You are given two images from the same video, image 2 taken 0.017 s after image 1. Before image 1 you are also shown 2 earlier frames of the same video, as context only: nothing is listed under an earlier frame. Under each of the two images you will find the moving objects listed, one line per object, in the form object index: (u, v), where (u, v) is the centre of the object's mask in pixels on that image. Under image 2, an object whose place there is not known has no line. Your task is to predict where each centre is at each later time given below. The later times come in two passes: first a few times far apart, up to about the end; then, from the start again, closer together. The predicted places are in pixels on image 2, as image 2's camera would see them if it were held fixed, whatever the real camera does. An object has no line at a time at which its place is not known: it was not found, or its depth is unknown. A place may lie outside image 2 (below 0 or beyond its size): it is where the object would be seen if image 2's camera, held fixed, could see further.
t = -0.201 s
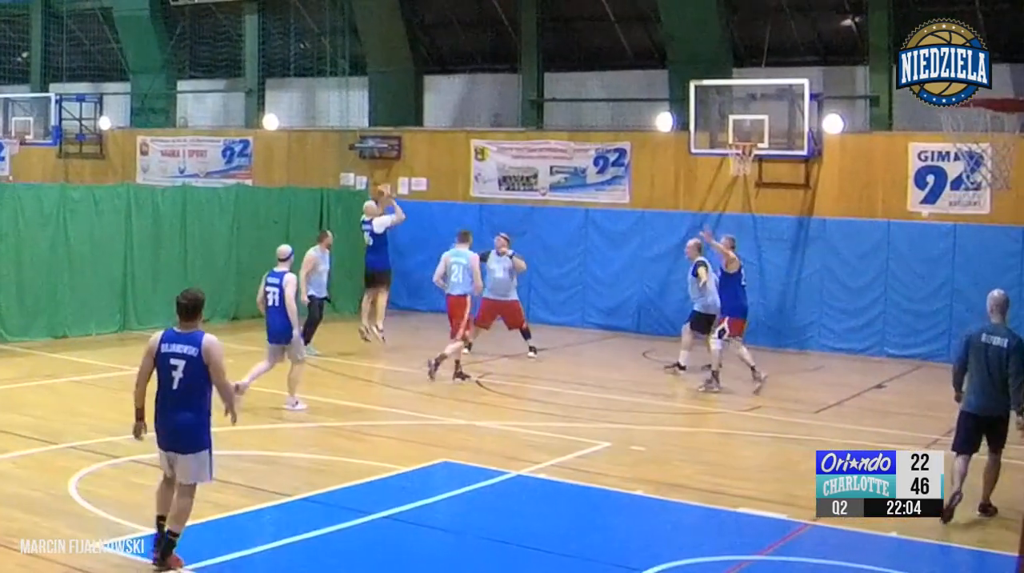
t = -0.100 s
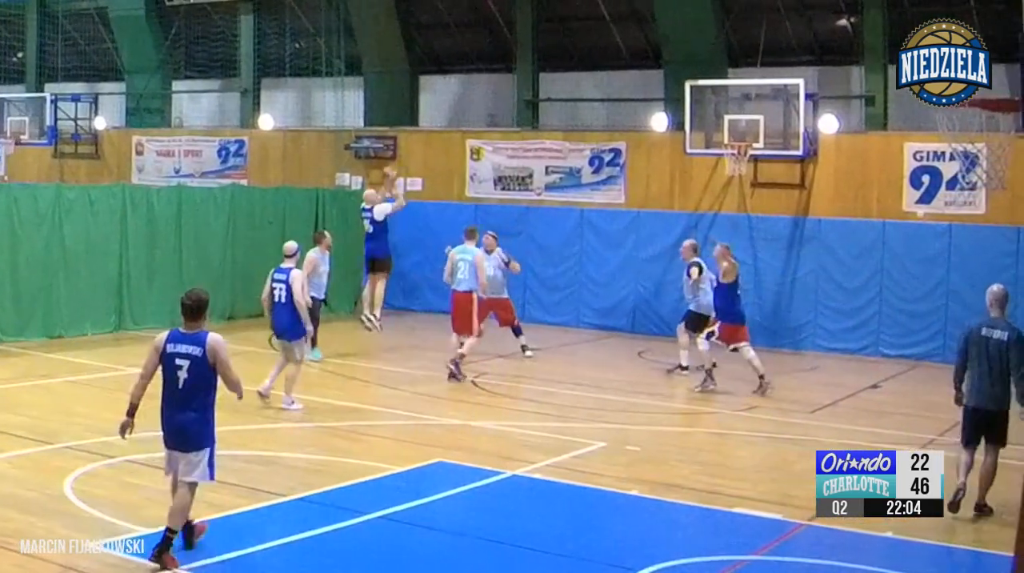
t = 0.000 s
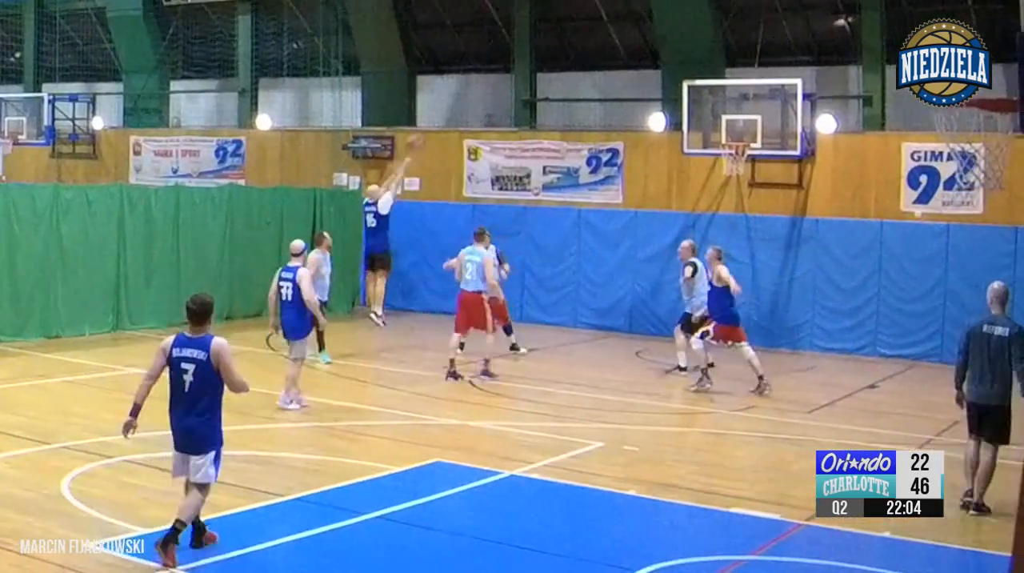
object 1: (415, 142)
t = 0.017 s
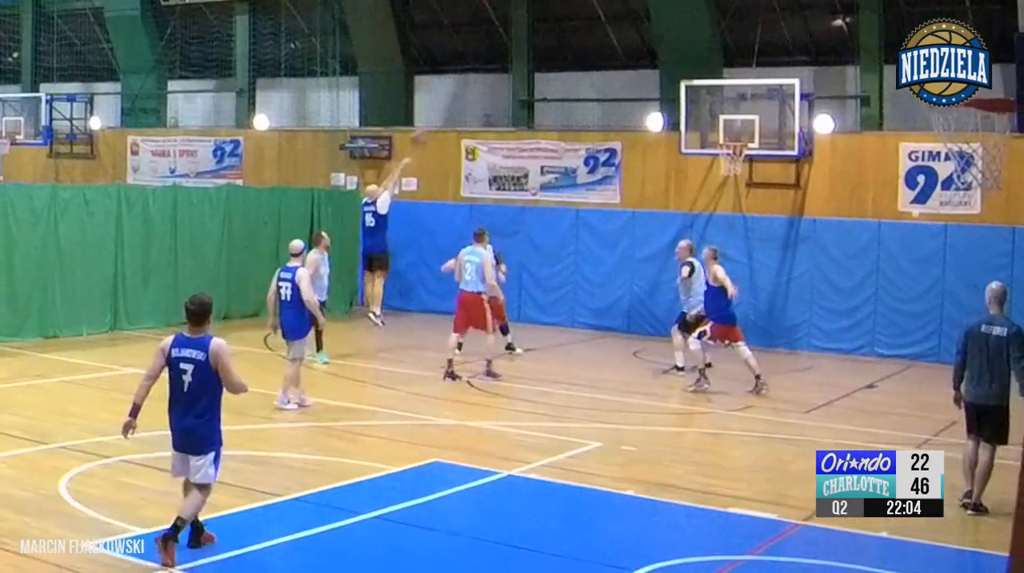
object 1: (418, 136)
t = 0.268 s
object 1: (513, 81)
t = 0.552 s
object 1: (611, 69)
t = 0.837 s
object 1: (704, 111)
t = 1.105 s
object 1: (723, 178)
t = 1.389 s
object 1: (693, 270)
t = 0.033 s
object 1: (425, 133)
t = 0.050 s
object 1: (429, 127)
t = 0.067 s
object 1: (439, 122)
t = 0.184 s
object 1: (481, 95)
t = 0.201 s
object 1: (487, 92)
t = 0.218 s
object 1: (494, 88)
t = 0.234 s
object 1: (501, 85)
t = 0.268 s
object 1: (513, 81)
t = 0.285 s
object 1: (518, 79)
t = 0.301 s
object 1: (524, 77)
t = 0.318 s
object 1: (530, 75)
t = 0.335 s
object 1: (536, 73)
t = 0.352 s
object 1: (542, 71)
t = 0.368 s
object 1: (547, 70)
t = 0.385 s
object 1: (553, 70)
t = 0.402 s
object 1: (559, 69)
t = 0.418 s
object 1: (565, 68)
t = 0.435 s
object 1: (571, 68)
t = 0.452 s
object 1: (576, 68)
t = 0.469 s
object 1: (582, 68)
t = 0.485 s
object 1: (588, 68)
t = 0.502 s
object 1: (593, 68)
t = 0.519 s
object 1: (599, 68)
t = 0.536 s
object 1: (605, 68)
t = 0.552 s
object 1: (611, 69)
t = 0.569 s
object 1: (616, 71)
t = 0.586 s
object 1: (622, 72)
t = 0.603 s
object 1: (627, 74)
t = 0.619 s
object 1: (633, 75)
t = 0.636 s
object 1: (640, 77)
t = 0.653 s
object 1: (645, 78)
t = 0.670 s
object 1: (651, 80)
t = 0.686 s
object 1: (656, 83)
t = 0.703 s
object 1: (661, 86)
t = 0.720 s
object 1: (667, 88)
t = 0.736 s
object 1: (672, 91)
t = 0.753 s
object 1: (677, 94)
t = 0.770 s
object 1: (682, 97)
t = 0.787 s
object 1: (689, 100)
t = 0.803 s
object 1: (694, 104)
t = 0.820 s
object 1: (699, 107)
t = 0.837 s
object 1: (704, 111)
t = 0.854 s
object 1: (709, 116)
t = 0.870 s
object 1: (715, 120)
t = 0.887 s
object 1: (718, 127)
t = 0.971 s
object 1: (736, 148)
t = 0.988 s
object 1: (734, 151)
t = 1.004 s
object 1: (733, 155)
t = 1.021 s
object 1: (732, 160)
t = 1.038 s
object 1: (728, 161)
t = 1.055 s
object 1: (727, 165)
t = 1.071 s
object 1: (726, 168)
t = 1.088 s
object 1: (725, 175)
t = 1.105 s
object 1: (723, 178)
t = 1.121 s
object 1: (721, 182)
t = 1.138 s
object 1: (718, 186)
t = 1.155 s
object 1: (716, 192)
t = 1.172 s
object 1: (716, 195)
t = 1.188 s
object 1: (714, 202)
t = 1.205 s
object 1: (714, 206)
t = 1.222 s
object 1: (711, 212)
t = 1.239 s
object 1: (709, 216)
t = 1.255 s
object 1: (707, 220)
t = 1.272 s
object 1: (704, 226)
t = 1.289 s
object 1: (702, 232)
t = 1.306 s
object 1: (701, 238)
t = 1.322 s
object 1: (699, 244)
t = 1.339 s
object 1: (697, 251)
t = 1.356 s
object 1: (697, 256)
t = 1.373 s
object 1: (693, 262)
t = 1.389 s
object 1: (693, 270)
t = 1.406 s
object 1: (691, 276)
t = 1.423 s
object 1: (688, 283)
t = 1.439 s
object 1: (687, 290)
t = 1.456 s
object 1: (685, 297)
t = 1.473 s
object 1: (683, 305)
